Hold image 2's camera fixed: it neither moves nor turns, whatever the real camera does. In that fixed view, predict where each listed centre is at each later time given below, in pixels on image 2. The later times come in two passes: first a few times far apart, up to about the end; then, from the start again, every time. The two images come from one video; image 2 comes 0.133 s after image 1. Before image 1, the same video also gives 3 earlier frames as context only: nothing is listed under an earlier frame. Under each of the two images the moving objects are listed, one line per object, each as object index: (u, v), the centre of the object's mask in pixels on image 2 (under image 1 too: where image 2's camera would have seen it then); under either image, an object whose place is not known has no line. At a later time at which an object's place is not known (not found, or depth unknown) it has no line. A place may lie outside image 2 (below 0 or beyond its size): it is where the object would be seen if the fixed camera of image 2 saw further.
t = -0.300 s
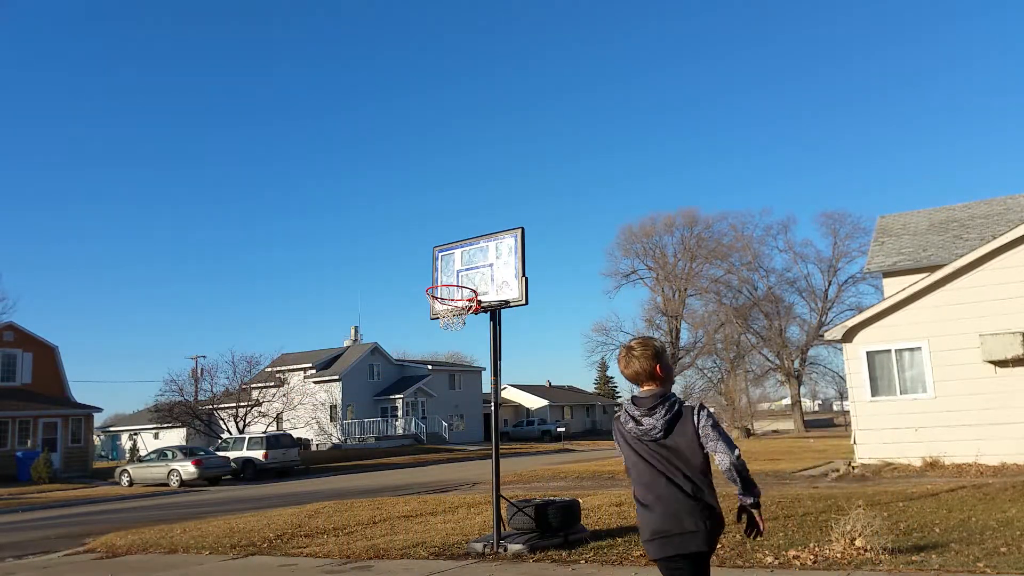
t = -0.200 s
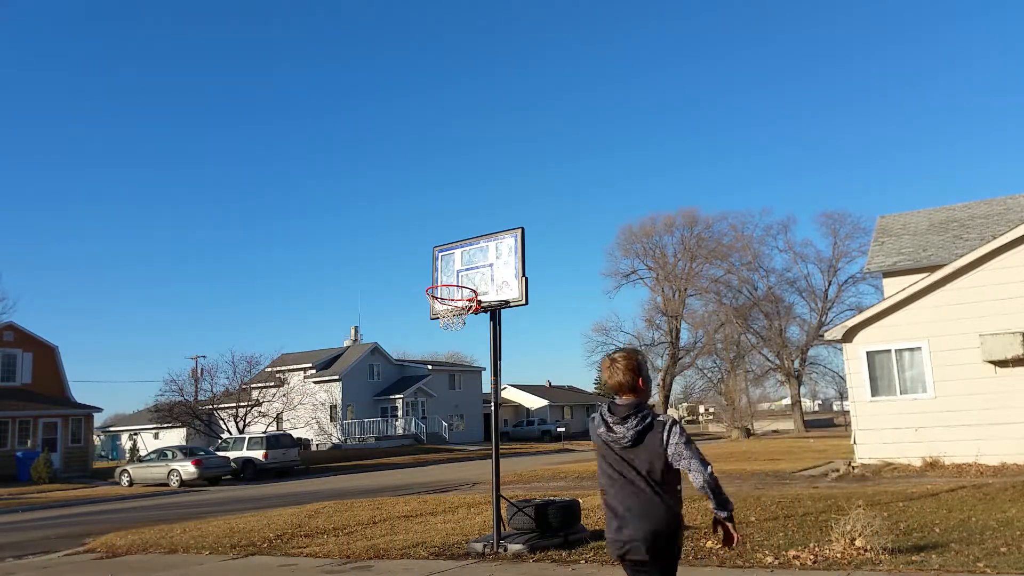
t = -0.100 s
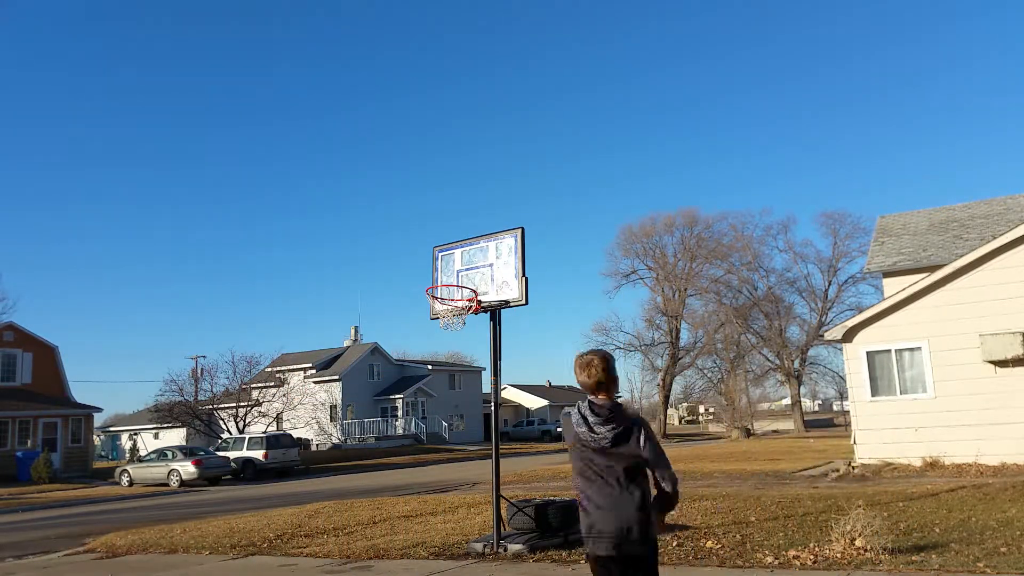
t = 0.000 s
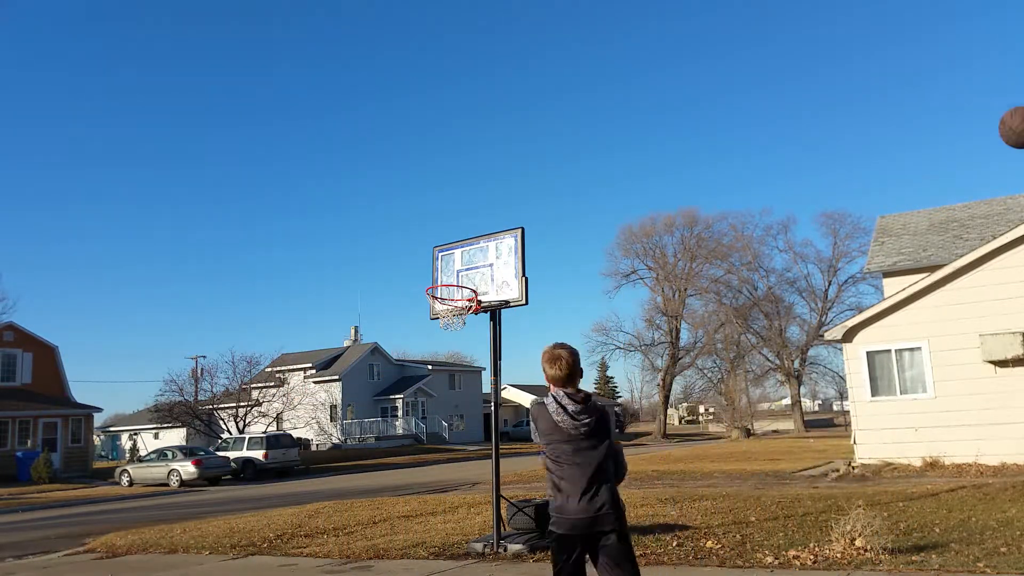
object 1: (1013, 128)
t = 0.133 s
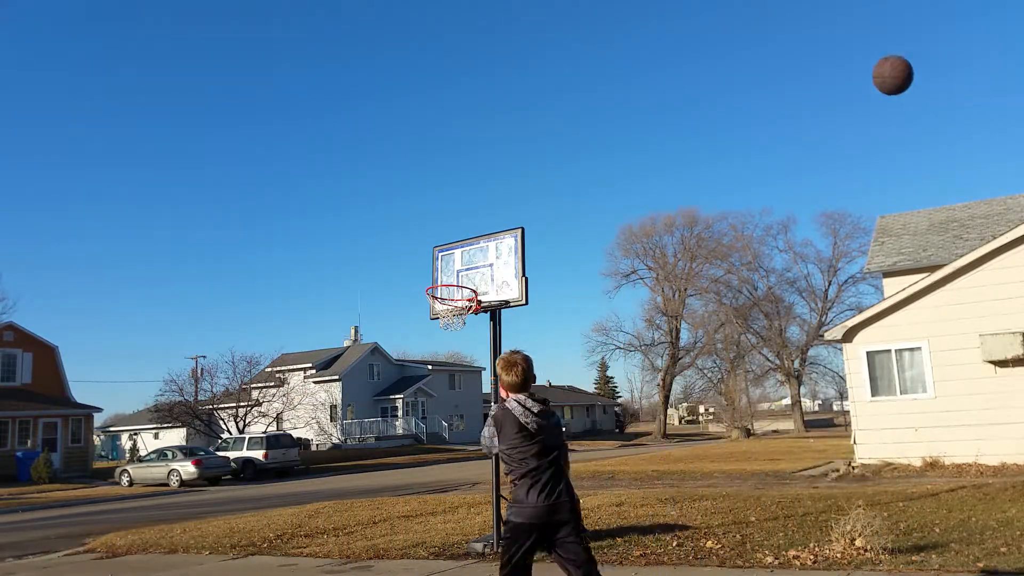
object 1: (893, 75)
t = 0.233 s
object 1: (811, 59)
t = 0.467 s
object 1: (659, 74)
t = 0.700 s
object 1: (544, 144)
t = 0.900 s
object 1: (465, 240)
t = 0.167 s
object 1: (864, 68)
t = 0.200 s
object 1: (837, 62)
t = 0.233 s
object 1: (811, 59)
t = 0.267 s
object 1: (787, 57)
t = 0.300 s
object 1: (763, 56)
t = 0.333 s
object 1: (740, 57)
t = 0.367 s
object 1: (719, 60)
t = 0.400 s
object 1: (698, 63)
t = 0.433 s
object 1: (678, 68)
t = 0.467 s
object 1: (659, 74)
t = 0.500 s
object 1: (641, 81)
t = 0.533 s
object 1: (623, 89)
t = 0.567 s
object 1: (606, 98)
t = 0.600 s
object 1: (590, 108)
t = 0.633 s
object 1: (574, 119)
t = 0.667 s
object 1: (559, 131)
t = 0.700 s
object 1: (544, 144)
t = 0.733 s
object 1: (529, 158)
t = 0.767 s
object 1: (515, 173)
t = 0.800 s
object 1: (502, 189)
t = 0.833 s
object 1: (490, 205)
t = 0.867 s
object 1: (477, 223)
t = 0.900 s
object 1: (465, 240)
